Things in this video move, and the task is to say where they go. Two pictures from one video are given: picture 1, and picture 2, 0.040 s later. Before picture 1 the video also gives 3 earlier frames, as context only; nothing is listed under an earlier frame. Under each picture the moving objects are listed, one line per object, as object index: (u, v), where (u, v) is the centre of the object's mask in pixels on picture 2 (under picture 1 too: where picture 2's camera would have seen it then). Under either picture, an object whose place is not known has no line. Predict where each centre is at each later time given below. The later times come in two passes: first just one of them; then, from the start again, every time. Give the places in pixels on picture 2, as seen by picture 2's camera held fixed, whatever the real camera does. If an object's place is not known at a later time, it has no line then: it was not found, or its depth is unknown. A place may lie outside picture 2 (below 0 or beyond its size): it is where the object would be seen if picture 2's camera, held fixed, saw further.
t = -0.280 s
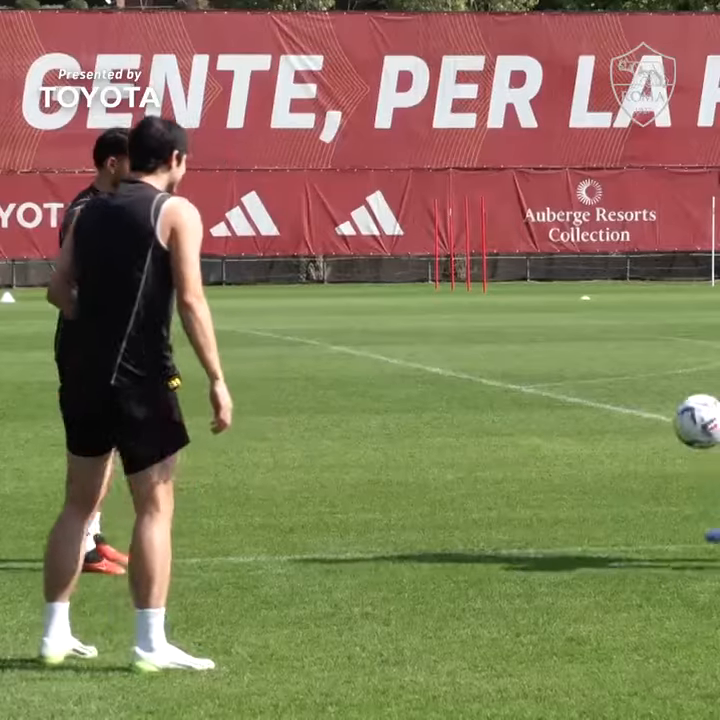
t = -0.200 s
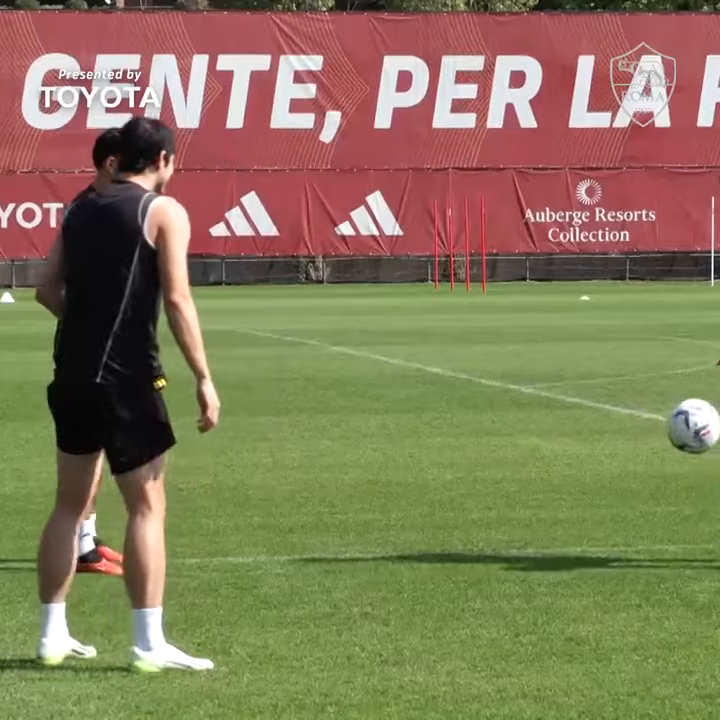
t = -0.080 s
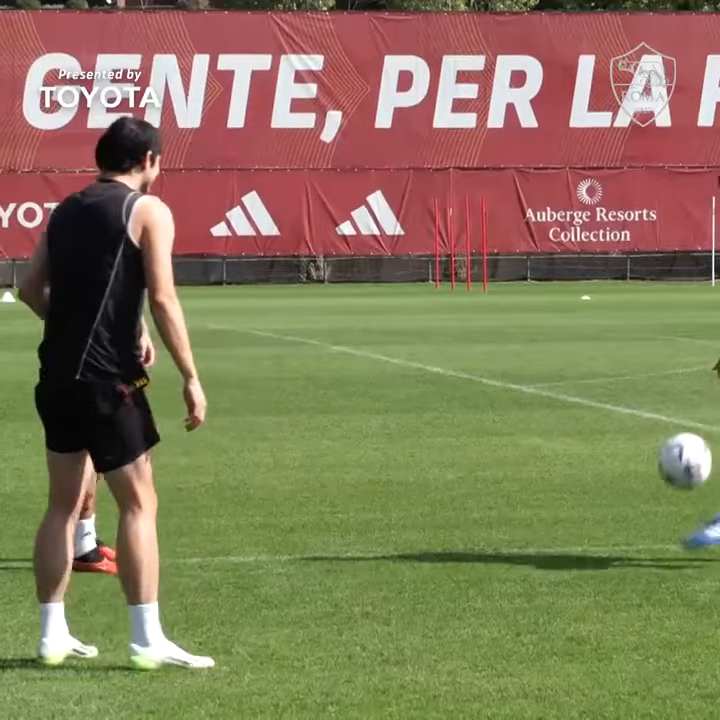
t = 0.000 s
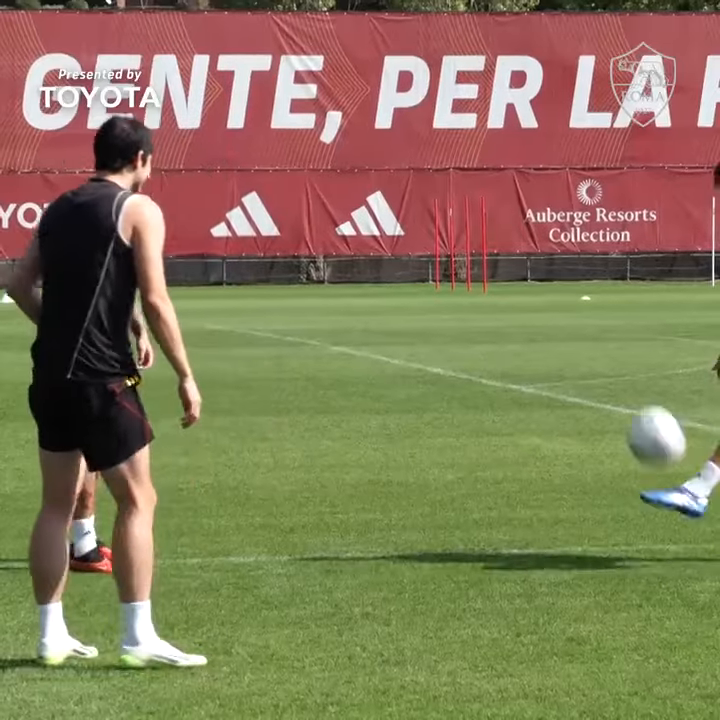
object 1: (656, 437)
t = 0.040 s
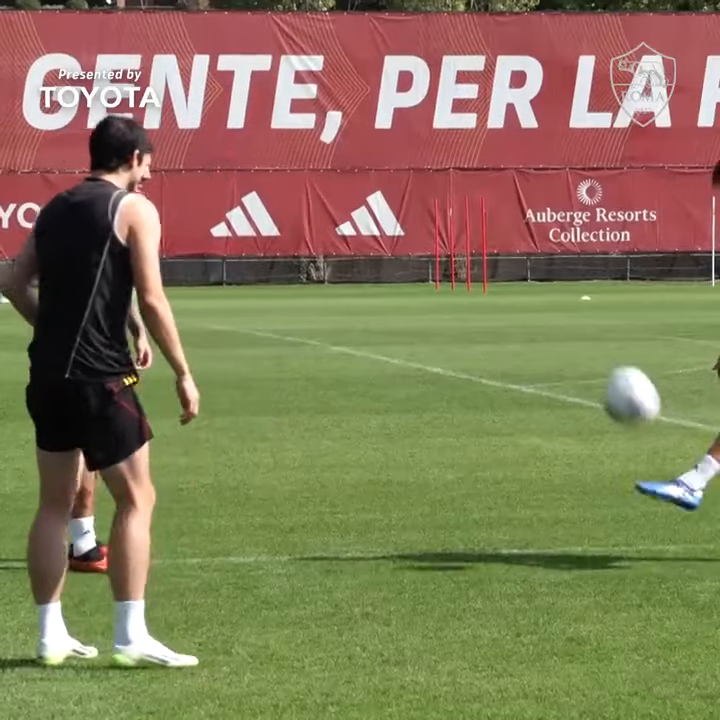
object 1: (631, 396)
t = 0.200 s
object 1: (526, 271)
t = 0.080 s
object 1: (605, 360)
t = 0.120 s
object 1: (579, 326)
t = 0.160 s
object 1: (553, 297)
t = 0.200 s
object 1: (526, 271)
